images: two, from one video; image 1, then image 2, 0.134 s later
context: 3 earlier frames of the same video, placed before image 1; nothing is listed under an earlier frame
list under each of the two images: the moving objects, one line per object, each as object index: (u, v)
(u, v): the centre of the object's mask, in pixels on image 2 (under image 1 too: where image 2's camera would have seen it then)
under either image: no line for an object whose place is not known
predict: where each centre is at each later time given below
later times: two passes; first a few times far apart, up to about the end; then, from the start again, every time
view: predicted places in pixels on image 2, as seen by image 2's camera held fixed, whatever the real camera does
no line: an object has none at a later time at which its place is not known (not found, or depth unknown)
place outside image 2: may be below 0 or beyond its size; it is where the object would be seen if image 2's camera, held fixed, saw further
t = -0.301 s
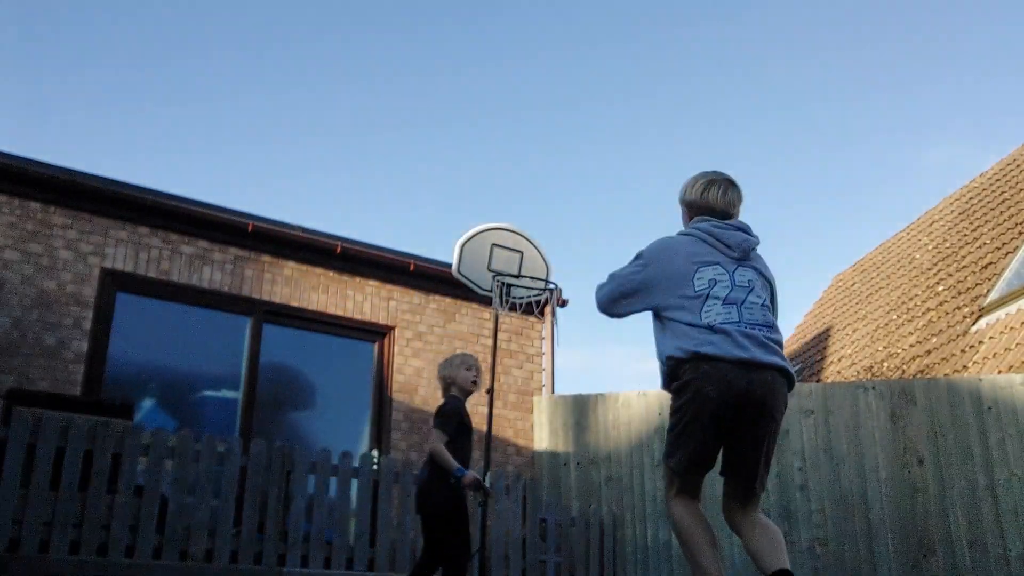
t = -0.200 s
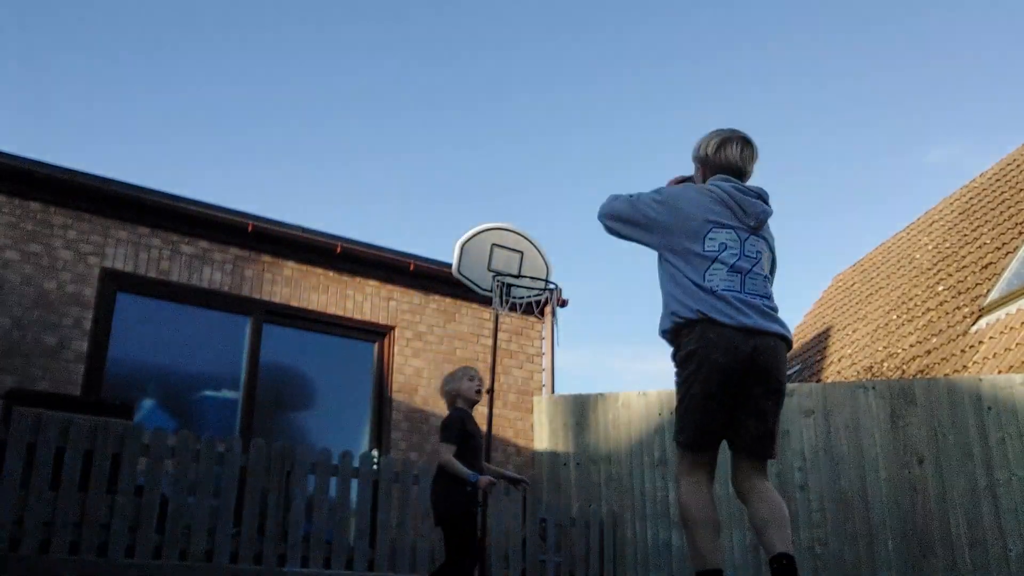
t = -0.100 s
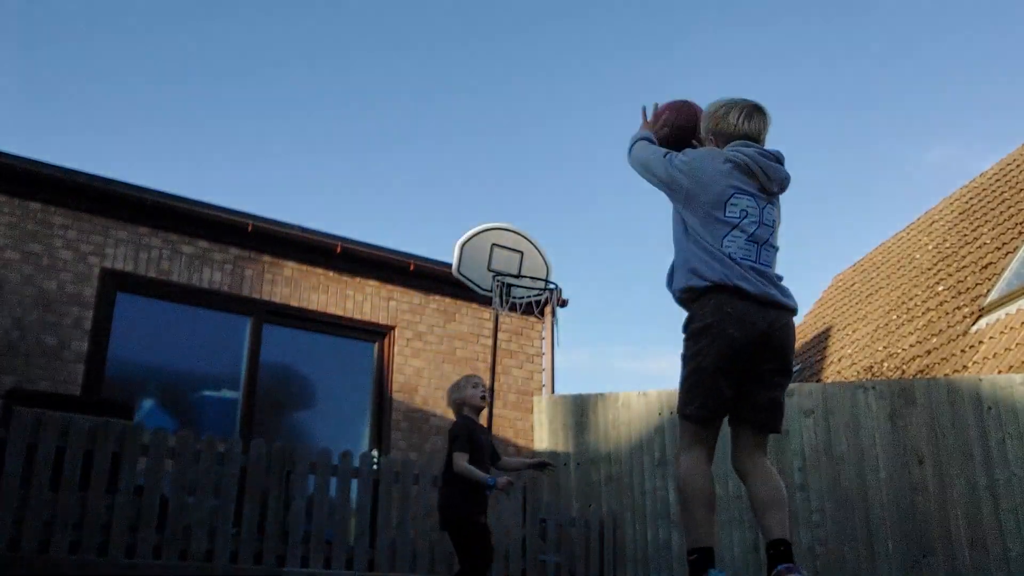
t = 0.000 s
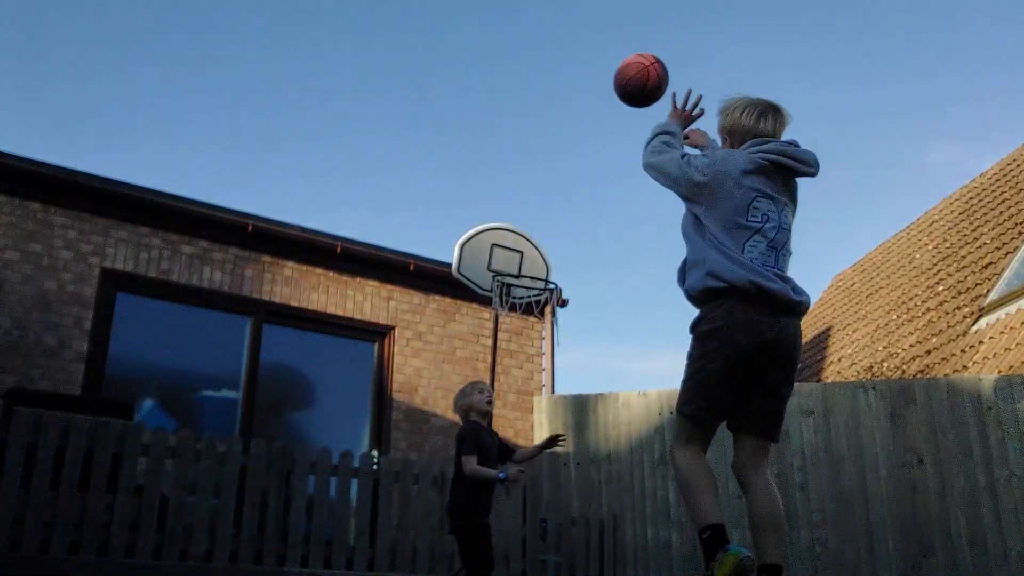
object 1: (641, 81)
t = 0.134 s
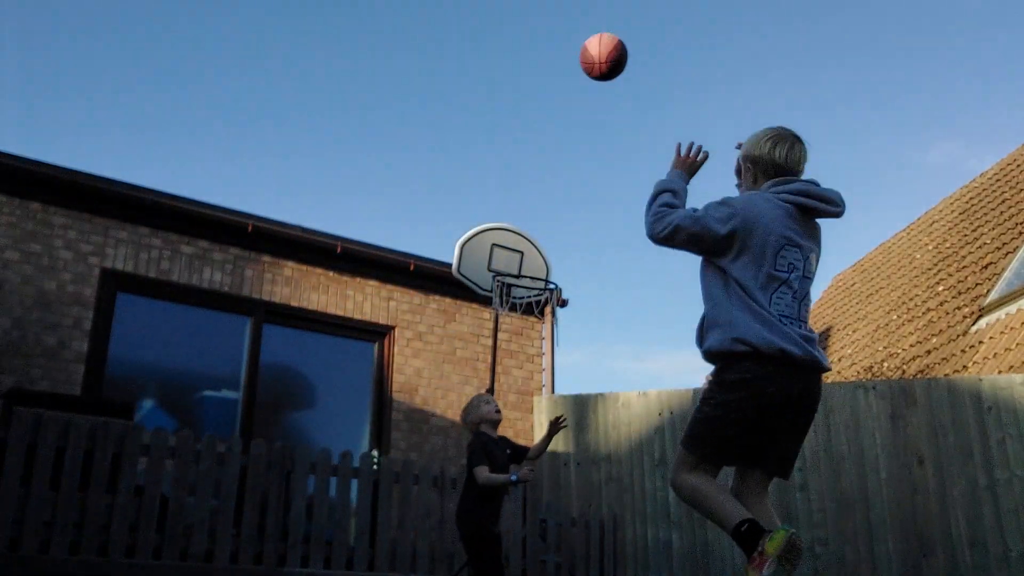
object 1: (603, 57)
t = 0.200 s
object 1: (589, 59)
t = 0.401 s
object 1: (552, 105)
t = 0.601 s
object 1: (523, 198)
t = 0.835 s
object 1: (544, 264)
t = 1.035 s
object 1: (601, 269)
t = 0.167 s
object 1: (596, 57)
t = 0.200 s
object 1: (589, 59)
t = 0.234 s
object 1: (582, 63)
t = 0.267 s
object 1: (576, 69)
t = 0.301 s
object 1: (569, 76)
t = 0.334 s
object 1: (563, 84)
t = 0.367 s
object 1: (557, 94)
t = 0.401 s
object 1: (552, 105)
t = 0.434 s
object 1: (547, 118)
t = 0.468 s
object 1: (542, 131)
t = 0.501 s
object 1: (537, 146)
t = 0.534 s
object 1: (532, 162)
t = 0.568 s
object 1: (528, 180)
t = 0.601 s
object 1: (523, 198)
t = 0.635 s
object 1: (519, 218)
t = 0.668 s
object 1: (514, 238)
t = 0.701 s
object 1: (510, 260)
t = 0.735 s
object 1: (515, 266)
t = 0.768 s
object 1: (524, 264)
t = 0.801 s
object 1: (534, 264)
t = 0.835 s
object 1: (544, 264)
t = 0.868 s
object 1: (553, 261)
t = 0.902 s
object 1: (562, 259)
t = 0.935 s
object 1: (572, 259)
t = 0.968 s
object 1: (582, 261)
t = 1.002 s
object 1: (591, 264)
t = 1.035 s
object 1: (601, 269)
